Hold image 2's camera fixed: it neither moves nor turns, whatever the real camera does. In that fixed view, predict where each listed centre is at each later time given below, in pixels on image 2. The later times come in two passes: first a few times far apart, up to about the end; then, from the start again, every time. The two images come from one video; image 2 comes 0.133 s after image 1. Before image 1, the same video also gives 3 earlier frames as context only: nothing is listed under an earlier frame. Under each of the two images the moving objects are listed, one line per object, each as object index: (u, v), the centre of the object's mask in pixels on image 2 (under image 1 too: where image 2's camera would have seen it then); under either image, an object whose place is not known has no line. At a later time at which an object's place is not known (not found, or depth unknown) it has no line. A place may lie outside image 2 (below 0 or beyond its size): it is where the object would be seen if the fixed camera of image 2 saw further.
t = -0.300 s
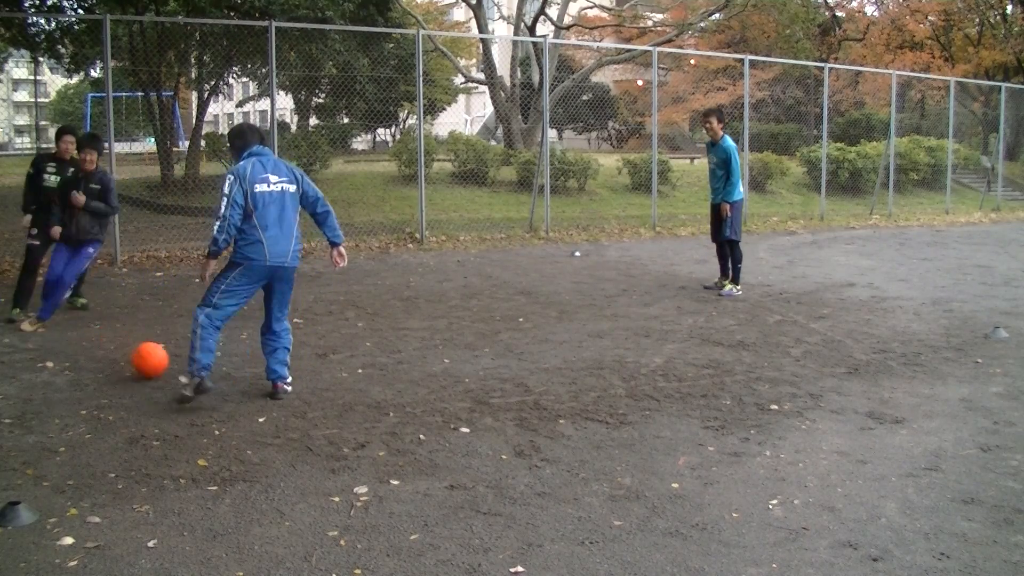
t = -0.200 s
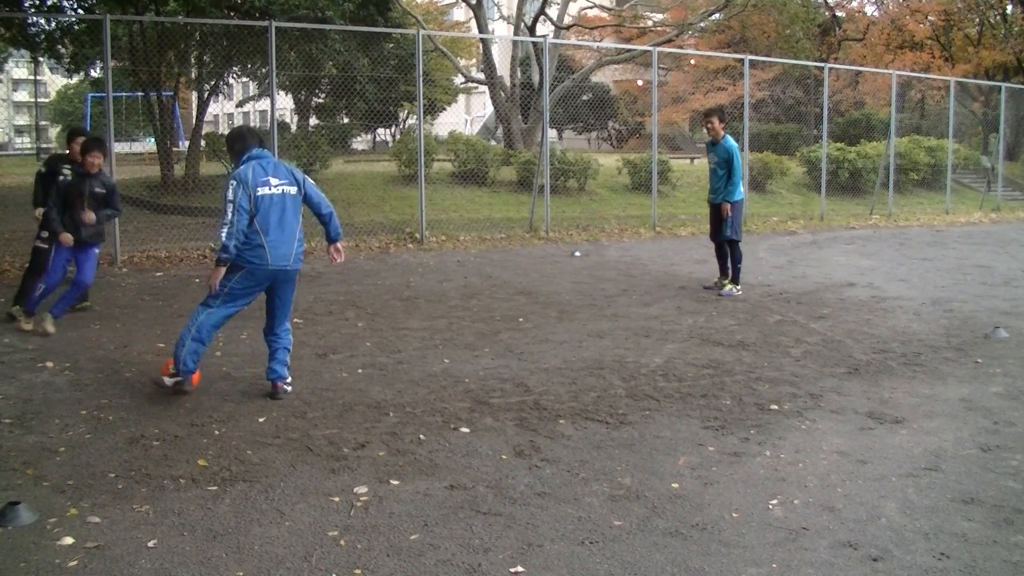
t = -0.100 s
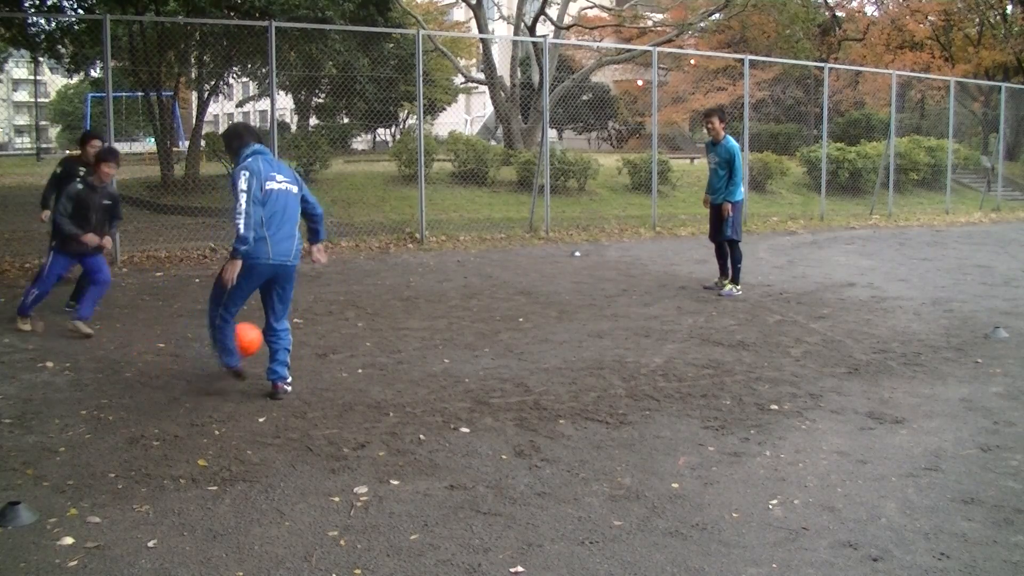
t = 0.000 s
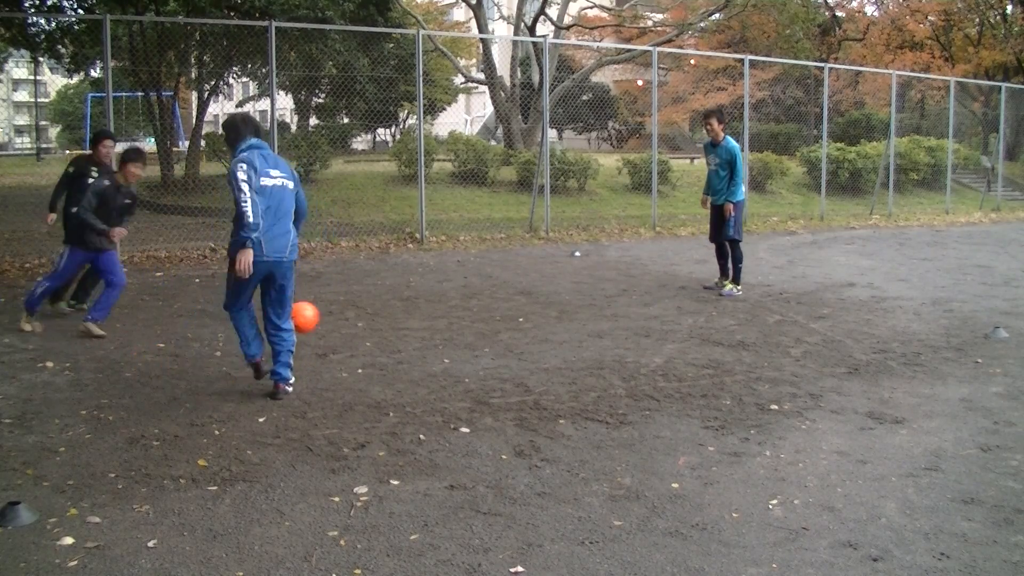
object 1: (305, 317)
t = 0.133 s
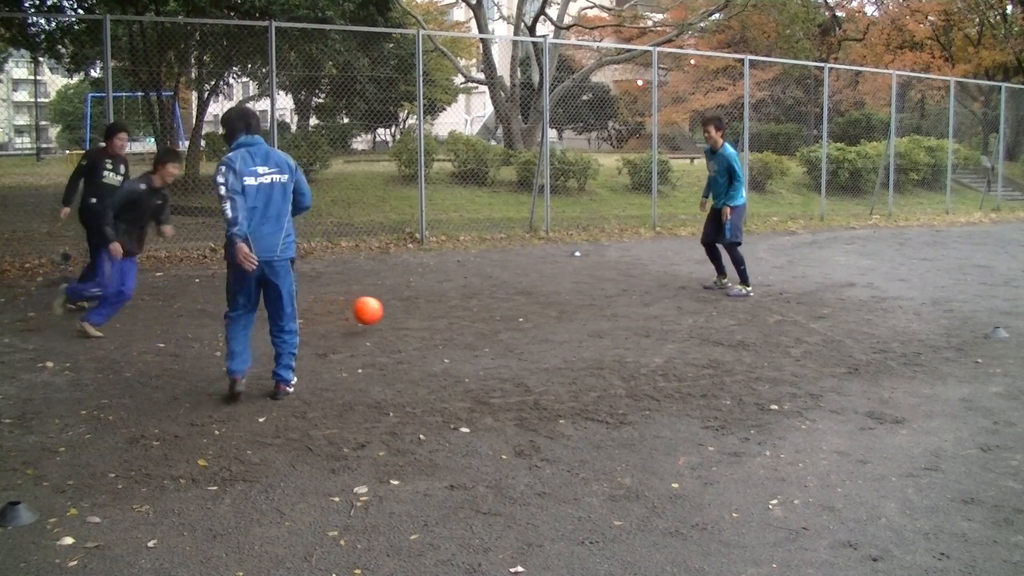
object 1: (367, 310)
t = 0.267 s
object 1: (416, 296)
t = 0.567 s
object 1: (494, 278)
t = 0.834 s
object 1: (541, 267)
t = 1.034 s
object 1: (570, 265)
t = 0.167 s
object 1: (382, 312)
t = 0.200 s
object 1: (395, 311)
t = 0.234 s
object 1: (406, 302)
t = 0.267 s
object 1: (416, 296)
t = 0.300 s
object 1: (426, 291)
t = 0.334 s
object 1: (436, 287)
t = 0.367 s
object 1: (445, 285)
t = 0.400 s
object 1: (454, 284)
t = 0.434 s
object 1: (463, 284)
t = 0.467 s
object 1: (472, 285)
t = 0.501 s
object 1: (480, 288)
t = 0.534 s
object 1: (487, 283)
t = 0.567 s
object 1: (494, 278)
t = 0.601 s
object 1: (500, 275)
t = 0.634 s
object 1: (507, 273)
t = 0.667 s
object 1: (513, 272)
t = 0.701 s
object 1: (519, 272)
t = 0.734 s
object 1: (525, 273)
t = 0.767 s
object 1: (531, 275)
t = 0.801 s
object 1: (536, 271)
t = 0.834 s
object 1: (541, 267)
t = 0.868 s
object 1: (546, 264)
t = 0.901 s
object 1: (551, 262)
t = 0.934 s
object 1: (556, 261)
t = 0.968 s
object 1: (561, 261)
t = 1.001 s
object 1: (565, 263)
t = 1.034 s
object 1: (570, 265)
